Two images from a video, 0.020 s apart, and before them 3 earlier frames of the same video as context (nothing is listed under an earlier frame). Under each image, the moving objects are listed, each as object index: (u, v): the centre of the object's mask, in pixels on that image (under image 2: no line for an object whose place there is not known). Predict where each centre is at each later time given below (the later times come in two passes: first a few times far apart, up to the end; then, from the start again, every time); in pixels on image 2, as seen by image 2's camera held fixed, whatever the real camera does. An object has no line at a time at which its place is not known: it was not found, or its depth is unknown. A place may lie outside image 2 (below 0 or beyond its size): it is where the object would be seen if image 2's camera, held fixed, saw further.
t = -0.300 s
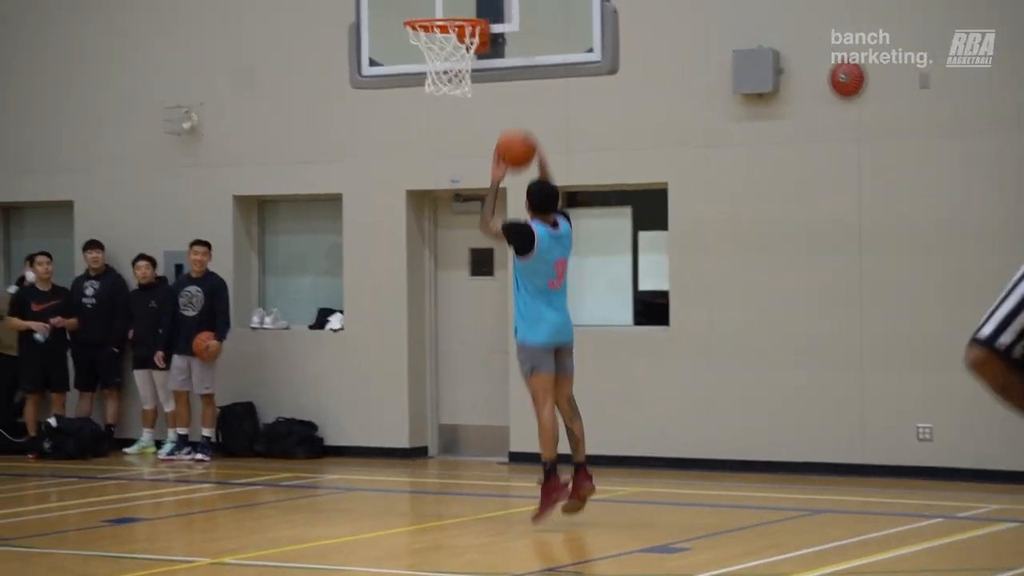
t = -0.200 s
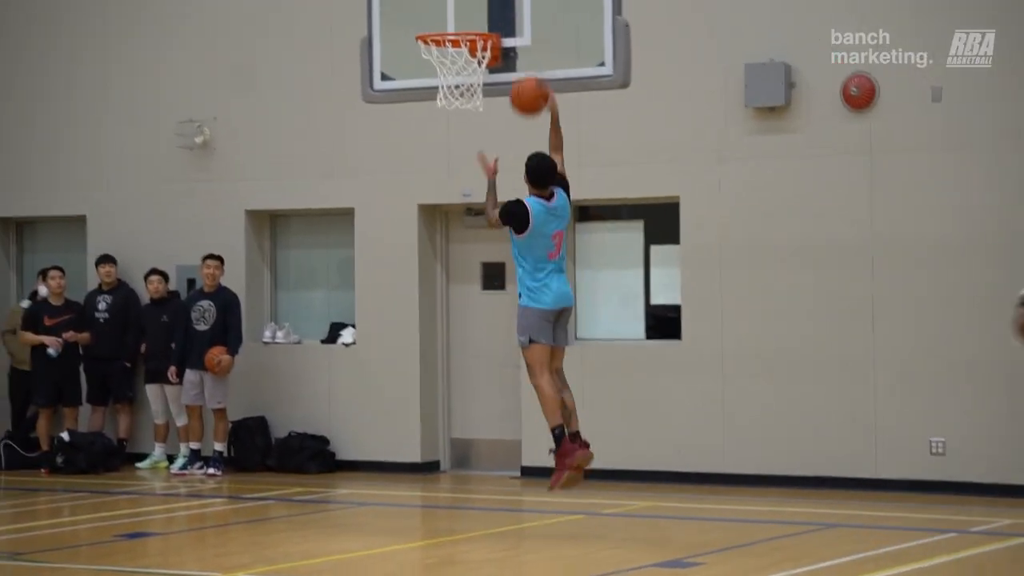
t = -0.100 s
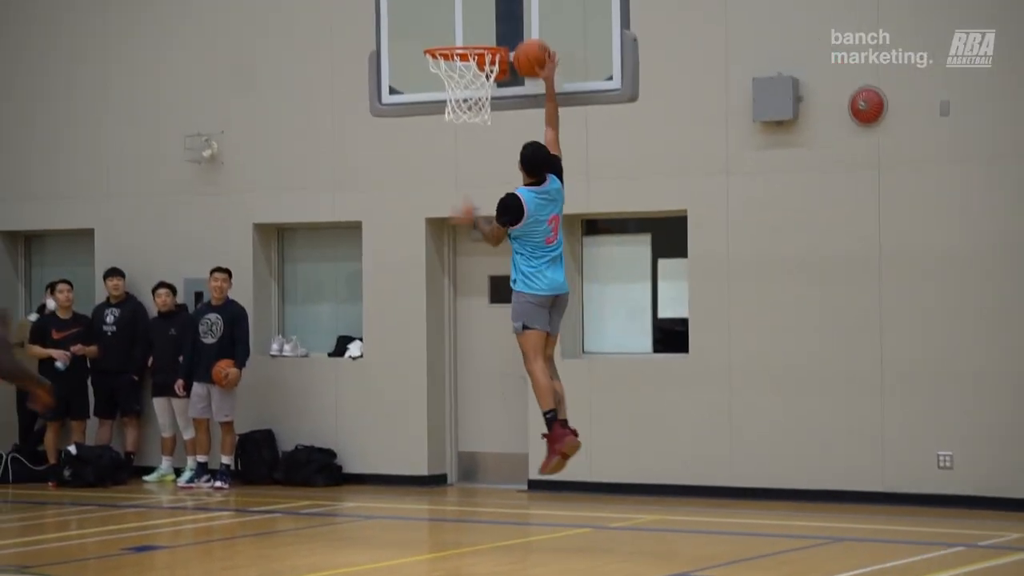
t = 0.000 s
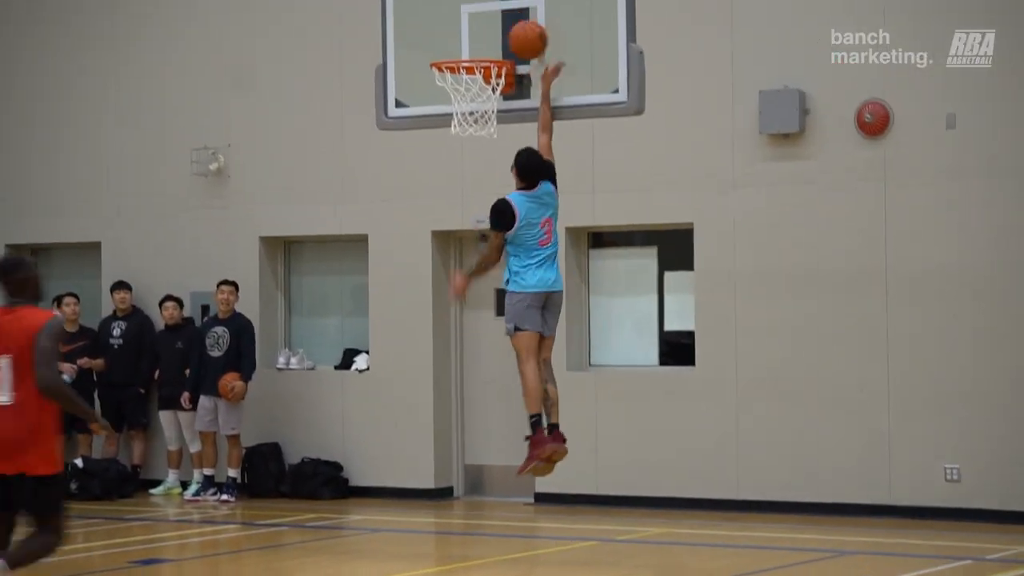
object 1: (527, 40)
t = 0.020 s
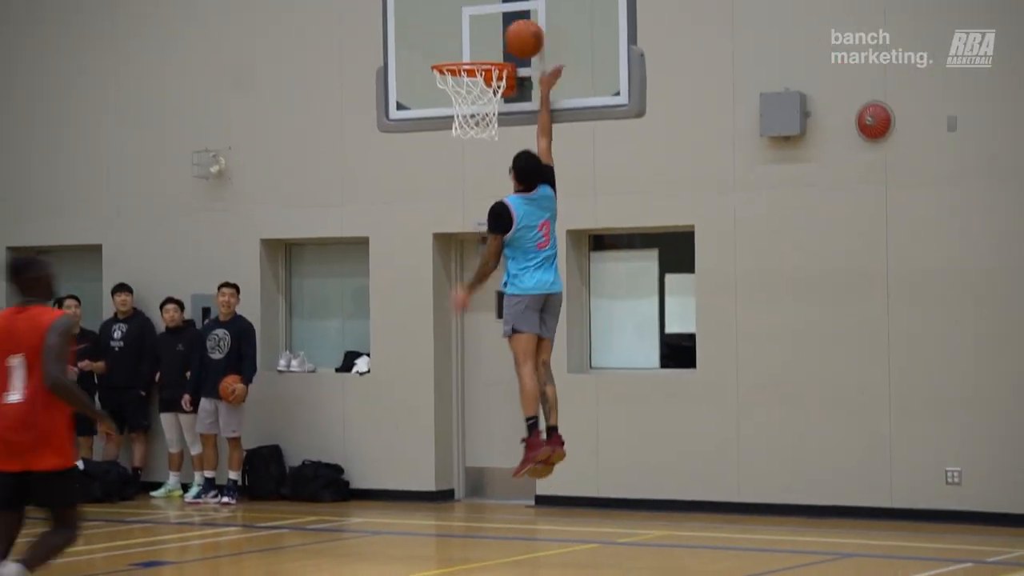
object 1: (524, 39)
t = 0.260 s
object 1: (467, 46)
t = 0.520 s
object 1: (480, 95)
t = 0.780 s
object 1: (483, 178)
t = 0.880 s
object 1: (486, 241)
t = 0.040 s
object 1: (519, 36)
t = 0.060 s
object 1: (515, 34)
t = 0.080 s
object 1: (510, 33)
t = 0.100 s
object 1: (505, 31)
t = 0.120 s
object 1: (501, 31)
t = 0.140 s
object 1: (496, 31)
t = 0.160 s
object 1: (491, 33)
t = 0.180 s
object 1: (486, 34)
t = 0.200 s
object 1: (482, 37)
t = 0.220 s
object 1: (477, 40)
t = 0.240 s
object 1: (472, 43)
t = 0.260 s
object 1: (467, 46)
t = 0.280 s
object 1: (462, 49)
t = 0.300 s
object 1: (459, 51)
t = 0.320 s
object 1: (462, 52)
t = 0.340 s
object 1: (464, 53)
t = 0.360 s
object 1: (467, 54)
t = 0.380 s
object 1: (469, 56)
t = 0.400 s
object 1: (473, 72)
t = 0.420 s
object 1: (475, 78)
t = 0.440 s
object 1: (478, 83)
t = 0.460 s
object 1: (479, 86)
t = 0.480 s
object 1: (478, 87)
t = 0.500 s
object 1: (477, 91)
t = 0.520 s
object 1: (480, 95)
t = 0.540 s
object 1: (481, 100)
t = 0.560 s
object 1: (482, 103)
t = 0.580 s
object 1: (483, 107)
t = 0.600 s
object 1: (482, 112)
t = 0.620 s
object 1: (482, 117)
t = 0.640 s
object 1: (483, 123)
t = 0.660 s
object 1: (482, 129)
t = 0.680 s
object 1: (483, 136)
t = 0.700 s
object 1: (483, 141)
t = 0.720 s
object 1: (483, 153)
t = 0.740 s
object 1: (483, 159)
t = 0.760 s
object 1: (484, 169)
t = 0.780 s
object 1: (483, 178)
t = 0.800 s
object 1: (483, 189)
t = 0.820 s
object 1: (483, 199)
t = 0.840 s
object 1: (484, 211)
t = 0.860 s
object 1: (485, 228)
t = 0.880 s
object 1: (486, 241)
